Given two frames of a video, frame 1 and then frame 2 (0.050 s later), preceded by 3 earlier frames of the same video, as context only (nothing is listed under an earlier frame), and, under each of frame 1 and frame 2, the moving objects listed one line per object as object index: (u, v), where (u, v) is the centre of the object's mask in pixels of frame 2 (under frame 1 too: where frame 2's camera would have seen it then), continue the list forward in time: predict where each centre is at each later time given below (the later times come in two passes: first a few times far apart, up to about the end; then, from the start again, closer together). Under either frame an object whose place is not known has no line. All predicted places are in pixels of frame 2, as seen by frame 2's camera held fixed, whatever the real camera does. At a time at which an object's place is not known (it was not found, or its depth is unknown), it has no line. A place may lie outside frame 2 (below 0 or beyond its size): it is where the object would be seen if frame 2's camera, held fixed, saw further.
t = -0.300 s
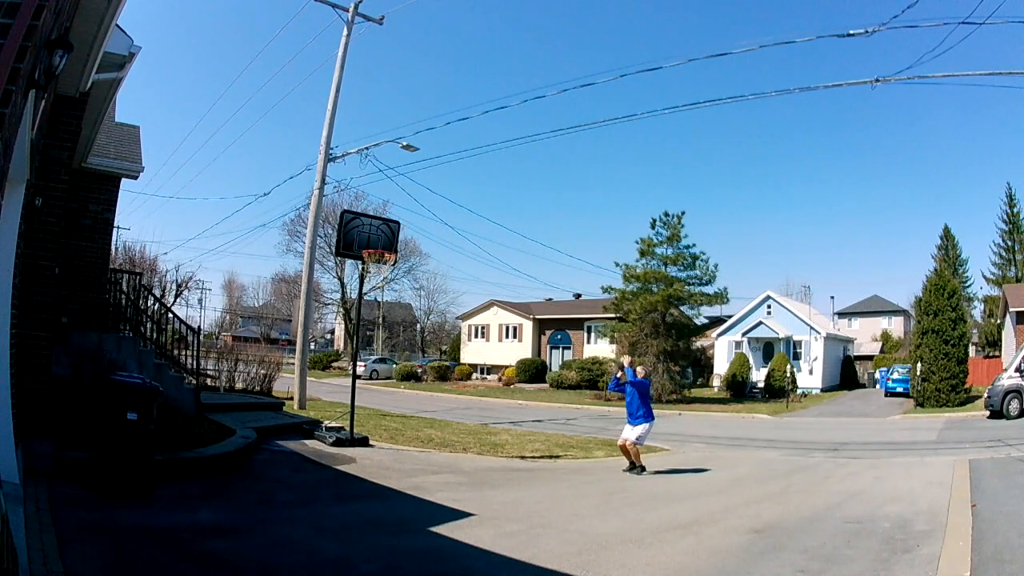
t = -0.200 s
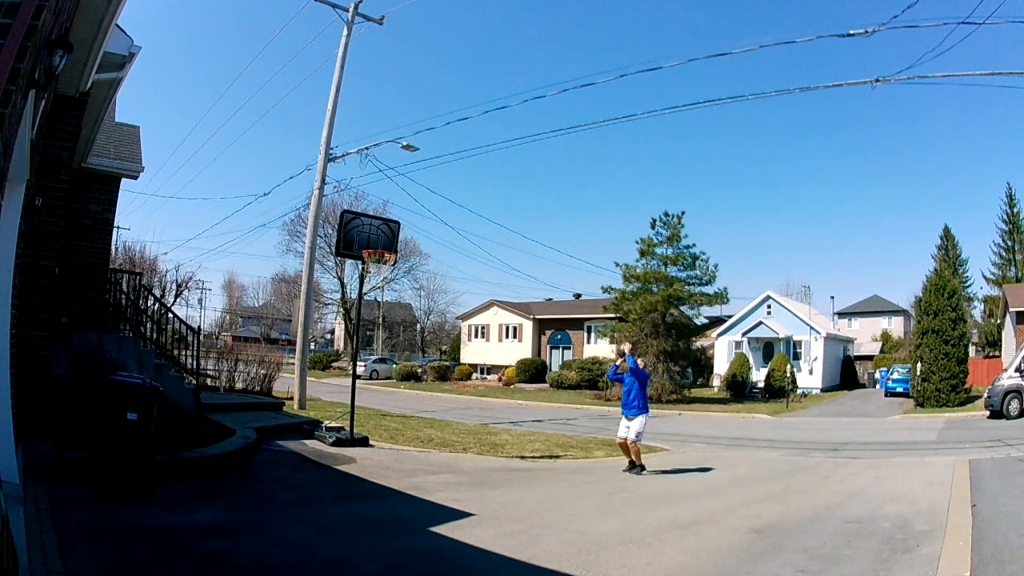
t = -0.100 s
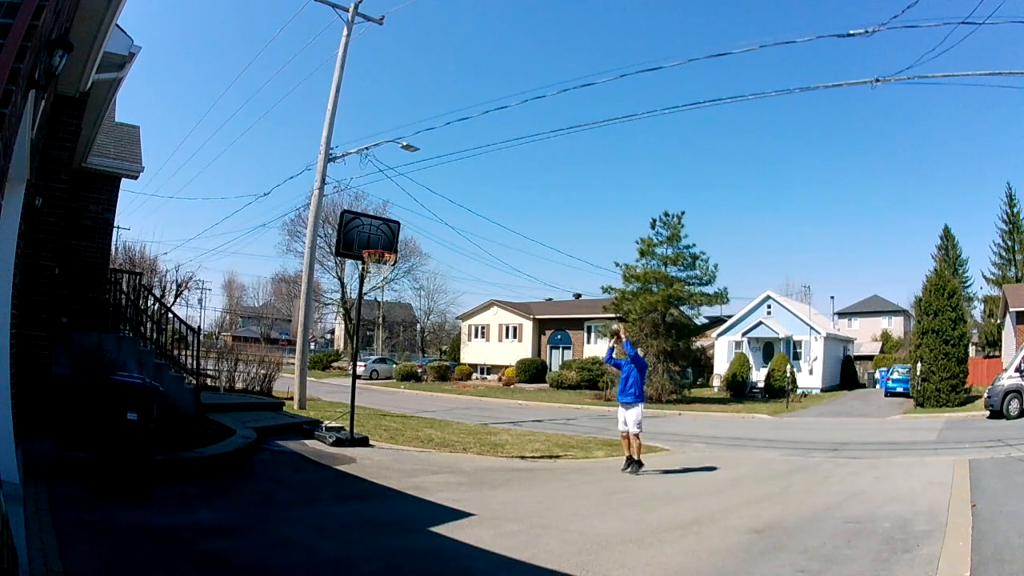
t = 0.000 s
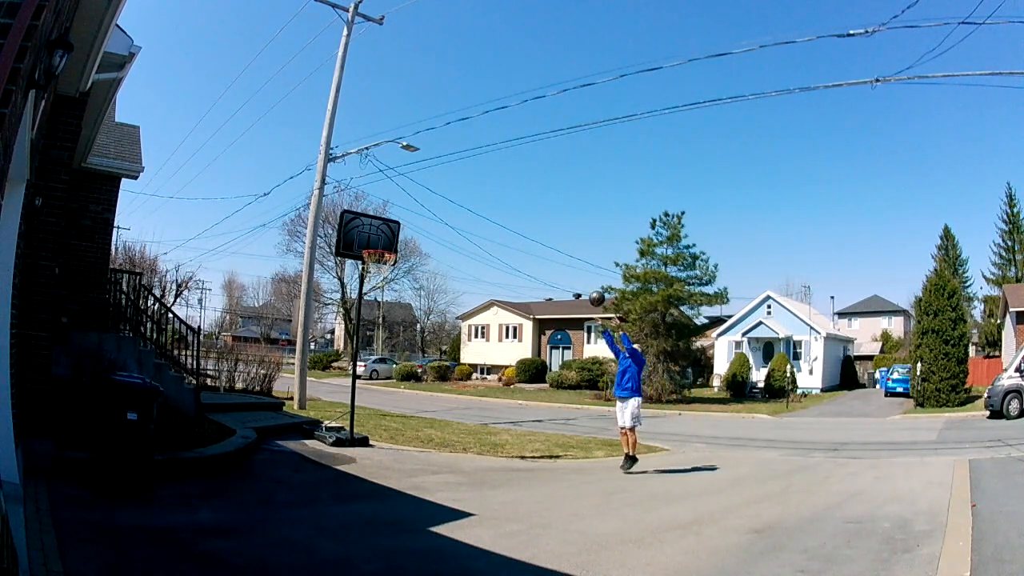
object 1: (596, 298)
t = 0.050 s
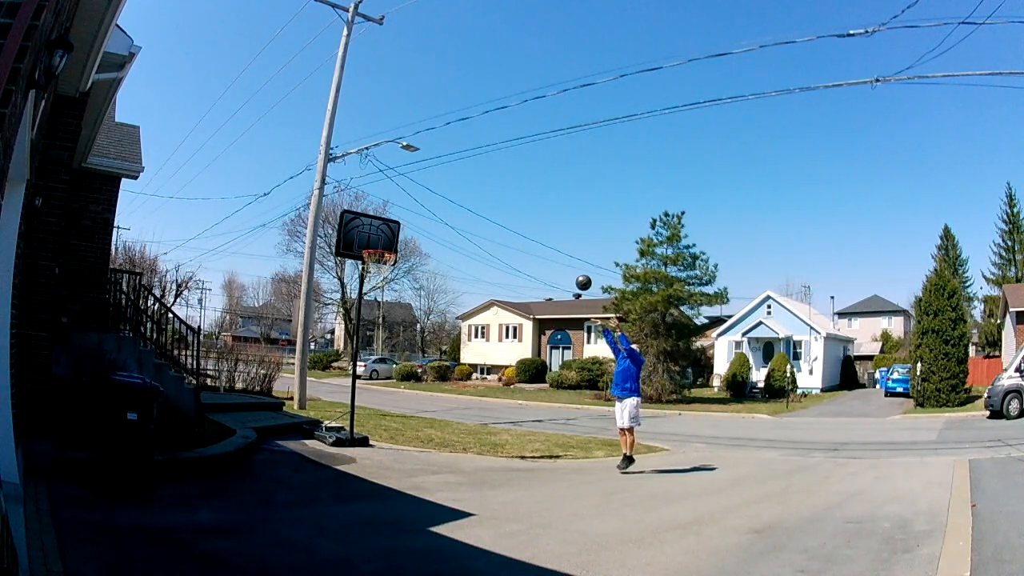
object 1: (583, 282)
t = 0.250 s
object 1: (529, 236)
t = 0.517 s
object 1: (455, 215)
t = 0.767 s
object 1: (384, 237)
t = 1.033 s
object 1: (366, 244)
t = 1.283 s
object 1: (364, 242)
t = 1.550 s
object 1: (363, 243)
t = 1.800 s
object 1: (360, 243)
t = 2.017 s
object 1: (349, 265)
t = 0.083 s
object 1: (574, 273)
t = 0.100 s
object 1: (570, 268)
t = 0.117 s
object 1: (565, 264)
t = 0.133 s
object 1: (561, 259)
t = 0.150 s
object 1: (556, 255)
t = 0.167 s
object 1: (552, 252)
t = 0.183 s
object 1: (547, 248)
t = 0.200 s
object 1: (542, 245)
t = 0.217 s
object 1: (538, 241)
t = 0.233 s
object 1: (533, 238)
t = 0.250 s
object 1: (529, 236)
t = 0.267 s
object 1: (524, 233)
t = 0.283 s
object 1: (520, 230)
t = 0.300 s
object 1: (515, 228)
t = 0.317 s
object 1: (510, 226)
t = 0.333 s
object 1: (506, 224)
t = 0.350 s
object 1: (501, 222)
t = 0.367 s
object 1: (497, 221)
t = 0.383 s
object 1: (492, 219)
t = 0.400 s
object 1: (487, 218)
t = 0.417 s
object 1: (483, 217)
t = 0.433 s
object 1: (478, 216)
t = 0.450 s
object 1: (473, 216)
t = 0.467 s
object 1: (469, 215)
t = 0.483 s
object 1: (464, 215)
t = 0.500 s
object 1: (459, 215)
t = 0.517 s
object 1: (455, 215)
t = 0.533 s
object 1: (450, 215)
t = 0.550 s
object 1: (446, 216)
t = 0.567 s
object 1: (441, 216)
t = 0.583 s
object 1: (436, 217)
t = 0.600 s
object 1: (431, 218)
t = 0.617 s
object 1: (427, 219)
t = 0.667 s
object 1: (413, 224)
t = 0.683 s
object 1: (408, 226)
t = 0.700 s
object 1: (404, 228)
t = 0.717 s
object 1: (399, 230)
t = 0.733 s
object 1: (394, 232)
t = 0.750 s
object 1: (389, 234)
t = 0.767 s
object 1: (384, 237)
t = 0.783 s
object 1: (378, 242)
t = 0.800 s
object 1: (375, 243)
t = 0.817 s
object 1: (370, 246)
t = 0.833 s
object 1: (371, 246)
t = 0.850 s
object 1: (374, 246)
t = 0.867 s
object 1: (378, 246)
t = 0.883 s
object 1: (381, 247)
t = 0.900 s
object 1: (385, 247)
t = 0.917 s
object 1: (383, 246)
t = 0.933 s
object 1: (381, 246)
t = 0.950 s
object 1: (378, 245)
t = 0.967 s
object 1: (376, 245)
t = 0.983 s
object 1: (374, 244)
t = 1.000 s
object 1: (371, 244)
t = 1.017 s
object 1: (368, 244)
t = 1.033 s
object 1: (366, 244)
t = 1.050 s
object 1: (365, 244)
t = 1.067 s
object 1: (365, 243)
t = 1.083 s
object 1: (366, 242)
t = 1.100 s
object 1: (365, 242)
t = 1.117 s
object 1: (365, 241)
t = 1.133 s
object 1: (365, 241)
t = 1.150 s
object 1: (365, 241)
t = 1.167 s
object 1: (365, 241)
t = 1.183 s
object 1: (365, 241)
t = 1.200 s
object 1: (364, 242)
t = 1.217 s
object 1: (365, 242)
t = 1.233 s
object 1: (364, 242)
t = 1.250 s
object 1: (364, 242)
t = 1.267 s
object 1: (364, 243)
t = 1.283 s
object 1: (364, 242)
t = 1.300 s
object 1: (364, 242)
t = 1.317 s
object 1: (364, 242)
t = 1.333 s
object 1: (364, 242)
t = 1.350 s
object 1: (364, 242)
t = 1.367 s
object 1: (364, 242)
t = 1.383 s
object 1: (364, 242)
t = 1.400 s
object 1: (364, 242)
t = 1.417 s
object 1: (364, 242)
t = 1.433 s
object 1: (364, 243)
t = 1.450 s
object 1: (363, 243)
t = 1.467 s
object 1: (363, 242)
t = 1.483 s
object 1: (363, 242)
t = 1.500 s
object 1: (363, 242)
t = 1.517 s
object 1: (363, 243)
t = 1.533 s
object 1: (363, 243)
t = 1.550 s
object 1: (363, 243)
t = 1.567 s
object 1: (363, 243)
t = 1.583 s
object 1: (363, 243)
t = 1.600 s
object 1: (363, 243)
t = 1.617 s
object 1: (362, 243)
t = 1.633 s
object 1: (362, 243)
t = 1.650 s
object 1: (362, 243)
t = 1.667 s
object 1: (362, 243)
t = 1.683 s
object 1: (362, 243)
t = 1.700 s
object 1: (362, 243)
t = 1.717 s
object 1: (362, 243)
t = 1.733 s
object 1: (362, 243)
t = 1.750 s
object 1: (362, 243)
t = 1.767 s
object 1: (361, 243)
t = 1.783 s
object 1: (360, 243)
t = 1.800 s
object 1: (360, 243)
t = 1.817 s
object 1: (359, 244)
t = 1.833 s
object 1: (357, 245)
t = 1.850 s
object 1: (357, 246)
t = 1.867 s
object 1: (356, 247)
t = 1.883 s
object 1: (356, 248)
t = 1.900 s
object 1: (355, 250)
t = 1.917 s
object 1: (353, 251)
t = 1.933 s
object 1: (353, 253)
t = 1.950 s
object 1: (351, 255)
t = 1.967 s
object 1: (350, 258)
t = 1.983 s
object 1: (350, 260)
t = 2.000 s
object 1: (350, 262)
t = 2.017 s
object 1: (349, 265)
